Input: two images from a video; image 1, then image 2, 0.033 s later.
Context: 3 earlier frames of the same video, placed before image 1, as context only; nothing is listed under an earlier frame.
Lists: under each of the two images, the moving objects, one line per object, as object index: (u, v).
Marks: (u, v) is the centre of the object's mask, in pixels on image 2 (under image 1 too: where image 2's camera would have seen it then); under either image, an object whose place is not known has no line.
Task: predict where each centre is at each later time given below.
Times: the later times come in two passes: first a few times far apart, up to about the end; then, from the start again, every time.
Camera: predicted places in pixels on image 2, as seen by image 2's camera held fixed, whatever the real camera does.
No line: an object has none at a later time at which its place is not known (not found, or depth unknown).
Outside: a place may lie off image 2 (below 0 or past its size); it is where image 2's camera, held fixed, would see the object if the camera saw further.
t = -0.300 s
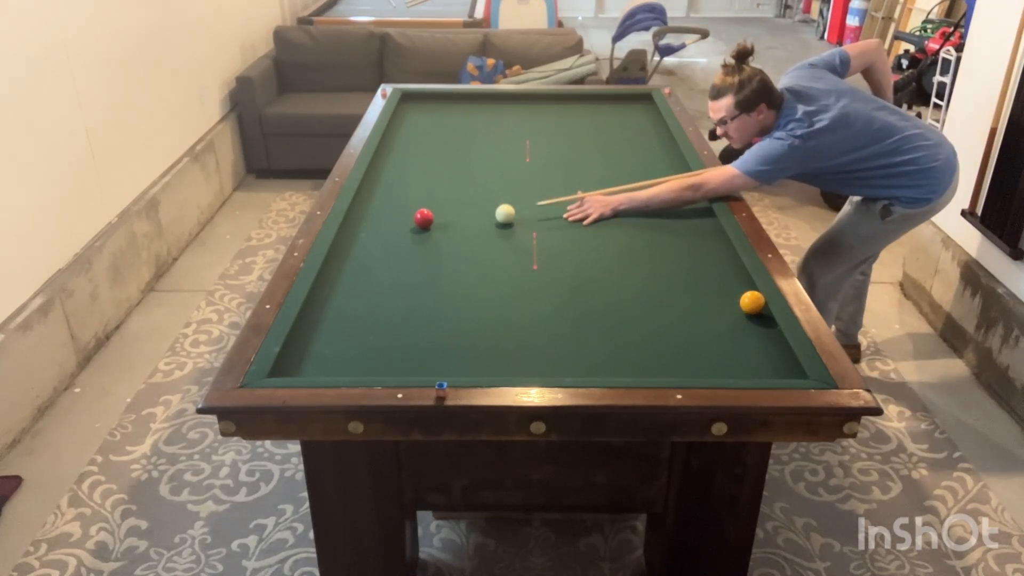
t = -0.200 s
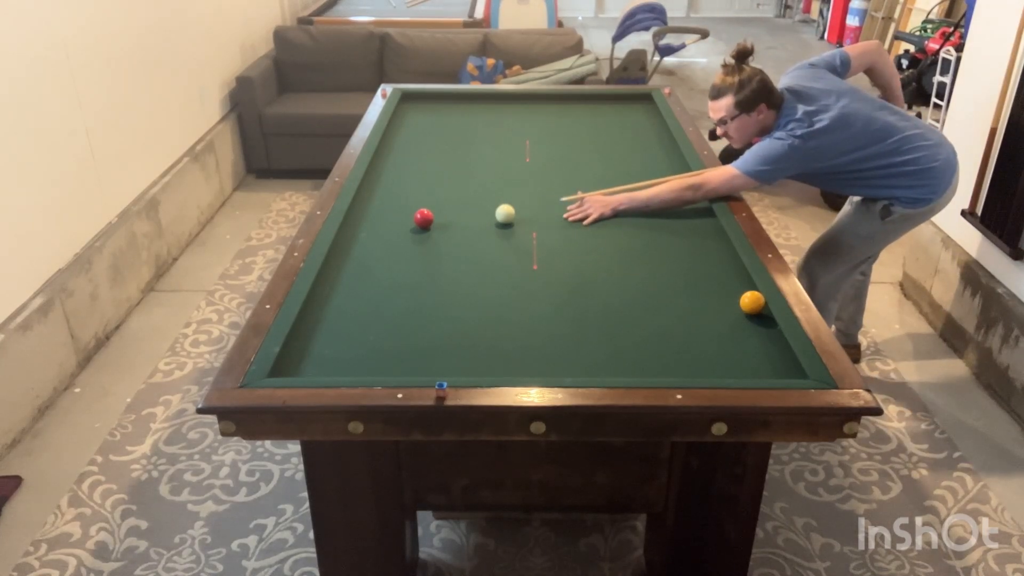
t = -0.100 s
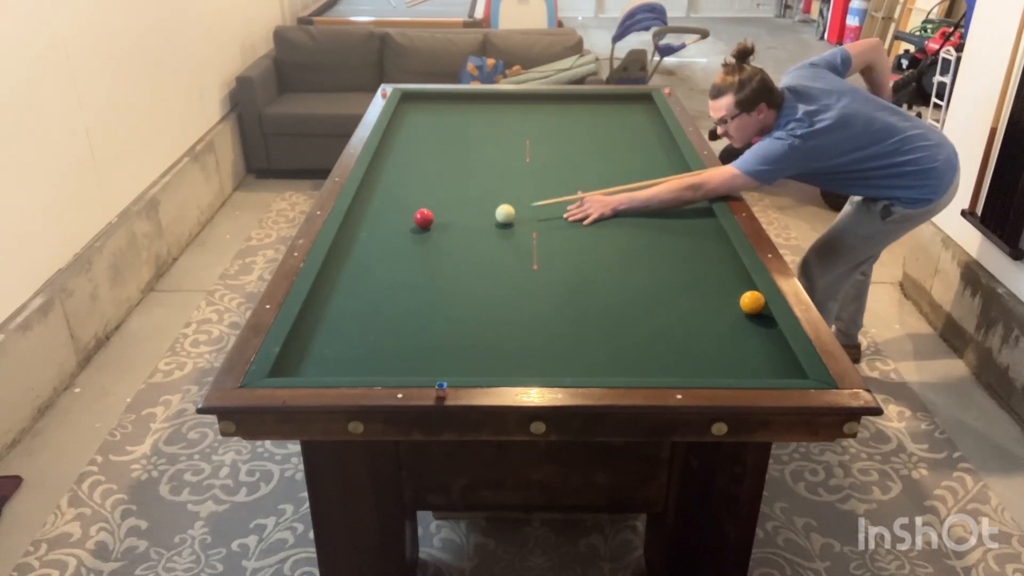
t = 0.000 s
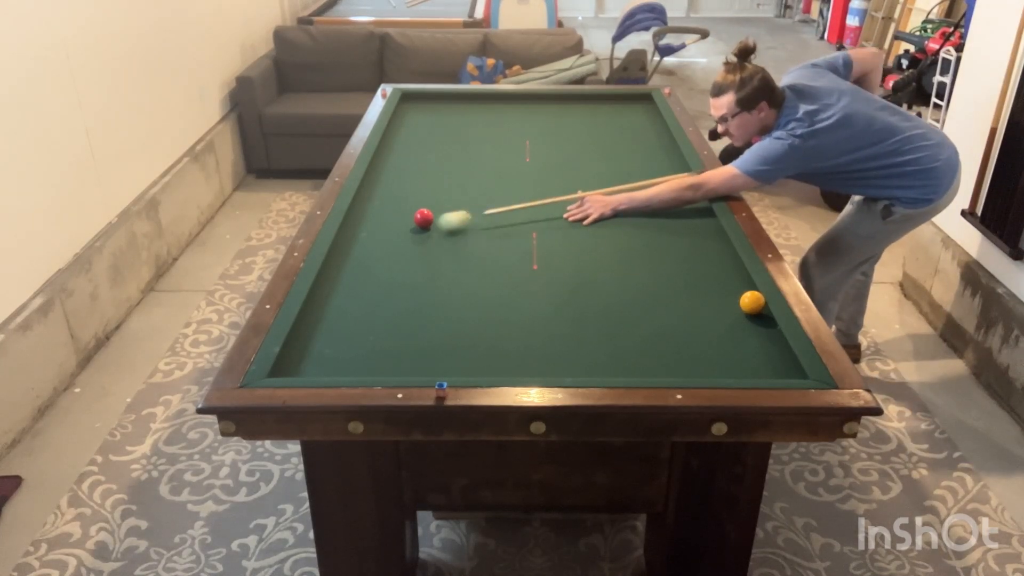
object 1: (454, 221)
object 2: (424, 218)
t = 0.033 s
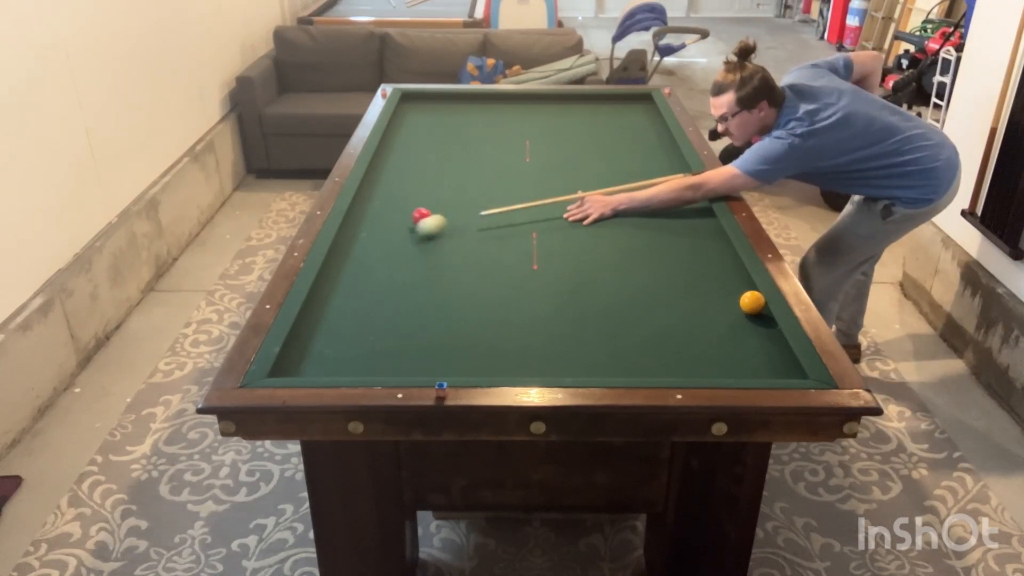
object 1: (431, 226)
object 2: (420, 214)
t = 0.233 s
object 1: (355, 262)
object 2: (391, 206)
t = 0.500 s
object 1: (443, 302)
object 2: (368, 193)
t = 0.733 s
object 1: (531, 342)
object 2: (388, 187)
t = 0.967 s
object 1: (627, 364)
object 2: (406, 181)
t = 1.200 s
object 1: (708, 339)
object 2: (423, 177)
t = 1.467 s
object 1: (736, 310)
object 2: (441, 172)
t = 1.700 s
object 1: (673, 288)
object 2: (454, 168)
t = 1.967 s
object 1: (611, 265)
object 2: (468, 164)
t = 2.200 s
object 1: (563, 248)
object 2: (478, 161)
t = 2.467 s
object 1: (514, 230)
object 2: (489, 157)
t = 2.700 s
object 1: (477, 217)
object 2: (497, 155)
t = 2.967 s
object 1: (438, 203)
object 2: (506, 153)
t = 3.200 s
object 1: (407, 192)
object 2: (512, 151)
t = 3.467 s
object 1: (376, 180)
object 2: (519, 150)
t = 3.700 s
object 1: (385, 175)
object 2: (523, 149)
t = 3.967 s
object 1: (405, 170)
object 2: (527, 148)
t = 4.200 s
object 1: (420, 166)
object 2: (529, 147)
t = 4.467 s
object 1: (436, 162)
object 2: (531, 147)
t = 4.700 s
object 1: (449, 159)
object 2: (532, 146)
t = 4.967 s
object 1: (461, 156)
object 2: (532, 146)
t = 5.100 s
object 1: (467, 155)
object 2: (532, 146)
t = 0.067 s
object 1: (411, 232)
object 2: (415, 213)
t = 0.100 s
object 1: (391, 239)
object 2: (410, 213)
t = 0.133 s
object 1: (368, 246)
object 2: (405, 211)
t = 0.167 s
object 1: (346, 252)
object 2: (400, 209)
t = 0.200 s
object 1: (342, 258)
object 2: (396, 207)
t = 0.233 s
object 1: (355, 262)
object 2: (391, 206)
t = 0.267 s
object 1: (367, 267)
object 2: (388, 204)
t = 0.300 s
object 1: (378, 272)
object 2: (383, 202)
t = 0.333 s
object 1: (389, 277)
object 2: (379, 200)
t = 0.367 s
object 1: (399, 281)
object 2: (374, 199)
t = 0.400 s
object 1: (410, 286)
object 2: (371, 197)
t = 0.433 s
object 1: (421, 292)
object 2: (367, 195)
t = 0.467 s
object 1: (432, 297)
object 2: (365, 194)
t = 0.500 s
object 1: (443, 302)
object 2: (368, 193)
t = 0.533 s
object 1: (455, 307)
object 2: (371, 192)
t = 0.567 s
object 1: (467, 313)
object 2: (374, 191)
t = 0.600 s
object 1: (480, 319)
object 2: (377, 190)
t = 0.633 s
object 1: (492, 324)
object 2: (380, 190)
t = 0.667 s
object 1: (504, 330)
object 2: (383, 189)
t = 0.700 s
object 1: (518, 336)
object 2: (385, 188)
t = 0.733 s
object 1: (531, 342)
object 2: (388, 187)
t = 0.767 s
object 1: (544, 349)
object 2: (391, 186)
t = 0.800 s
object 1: (558, 355)
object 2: (394, 185)
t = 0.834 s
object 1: (572, 361)
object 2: (396, 185)
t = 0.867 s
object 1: (586, 366)
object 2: (399, 184)
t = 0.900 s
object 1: (601, 370)
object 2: (401, 183)
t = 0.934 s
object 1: (614, 368)
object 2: (404, 182)
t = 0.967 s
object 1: (627, 364)
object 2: (406, 181)
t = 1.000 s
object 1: (639, 362)
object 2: (409, 181)
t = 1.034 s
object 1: (651, 358)
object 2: (411, 180)
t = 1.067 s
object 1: (663, 354)
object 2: (414, 179)
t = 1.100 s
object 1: (674, 350)
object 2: (416, 179)
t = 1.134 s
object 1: (686, 346)
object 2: (419, 178)
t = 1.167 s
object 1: (697, 343)
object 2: (421, 178)
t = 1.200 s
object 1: (708, 339)
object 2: (423, 177)
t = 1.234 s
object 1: (718, 335)
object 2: (425, 176)
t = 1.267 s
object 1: (729, 332)
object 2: (428, 175)
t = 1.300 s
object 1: (739, 328)
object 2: (430, 175)
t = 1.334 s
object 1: (750, 325)
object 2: (432, 174)
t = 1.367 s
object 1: (760, 322)
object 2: (434, 174)
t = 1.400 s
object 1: (756, 318)
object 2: (436, 173)
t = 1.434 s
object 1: (746, 314)
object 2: (439, 172)
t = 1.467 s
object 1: (736, 310)
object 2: (441, 172)
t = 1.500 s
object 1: (727, 307)
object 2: (442, 171)
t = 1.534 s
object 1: (718, 303)
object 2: (444, 171)
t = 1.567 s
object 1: (708, 300)
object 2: (446, 170)
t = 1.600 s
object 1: (700, 297)
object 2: (448, 170)
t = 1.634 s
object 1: (691, 293)
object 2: (450, 169)
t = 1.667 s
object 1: (682, 291)
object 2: (452, 168)
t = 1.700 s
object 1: (673, 288)
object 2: (454, 168)
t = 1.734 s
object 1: (665, 285)
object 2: (455, 167)
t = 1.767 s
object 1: (657, 281)
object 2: (457, 167)
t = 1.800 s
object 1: (649, 279)
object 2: (459, 166)
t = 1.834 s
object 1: (641, 276)
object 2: (461, 166)
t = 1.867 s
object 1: (633, 273)
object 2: (463, 165)
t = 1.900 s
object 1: (626, 271)
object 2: (464, 165)
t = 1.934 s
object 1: (619, 268)
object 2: (466, 164)
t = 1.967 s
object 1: (611, 265)
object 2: (468, 164)
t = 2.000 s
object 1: (604, 263)
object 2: (469, 163)
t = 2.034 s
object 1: (597, 260)
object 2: (471, 163)
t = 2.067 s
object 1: (590, 257)
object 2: (472, 162)
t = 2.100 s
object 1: (583, 255)
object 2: (474, 162)
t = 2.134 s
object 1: (576, 252)
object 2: (476, 161)
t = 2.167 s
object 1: (569, 250)
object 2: (477, 161)
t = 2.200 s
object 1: (563, 248)
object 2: (478, 161)
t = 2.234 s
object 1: (557, 246)
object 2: (480, 160)
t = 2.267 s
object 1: (550, 243)
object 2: (481, 160)
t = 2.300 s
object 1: (544, 241)
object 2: (483, 159)
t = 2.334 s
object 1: (538, 238)
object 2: (484, 159)
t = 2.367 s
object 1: (532, 236)
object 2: (485, 158)
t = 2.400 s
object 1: (526, 234)
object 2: (487, 158)
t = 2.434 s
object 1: (520, 232)
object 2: (488, 158)
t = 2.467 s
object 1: (514, 230)
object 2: (489, 157)
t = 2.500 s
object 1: (509, 228)
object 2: (491, 157)
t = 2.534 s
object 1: (503, 226)
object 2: (492, 156)
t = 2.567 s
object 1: (498, 224)
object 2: (493, 156)
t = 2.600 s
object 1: (492, 222)
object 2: (494, 156)
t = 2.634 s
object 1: (487, 220)
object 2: (495, 155)
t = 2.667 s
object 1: (482, 218)
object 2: (496, 155)
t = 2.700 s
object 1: (477, 217)
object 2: (497, 155)
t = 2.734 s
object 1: (472, 214)
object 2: (499, 155)
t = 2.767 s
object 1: (466, 213)
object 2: (500, 154)
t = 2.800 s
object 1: (462, 211)
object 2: (501, 154)
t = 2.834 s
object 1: (457, 209)
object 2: (502, 154)
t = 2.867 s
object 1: (452, 207)
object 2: (503, 154)
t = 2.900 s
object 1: (447, 206)
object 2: (504, 153)
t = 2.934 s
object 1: (442, 204)
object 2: (505, 153)
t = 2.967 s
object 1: (438, 203)
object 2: (506, 153)
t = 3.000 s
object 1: (433, 201)
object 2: (507, 153)
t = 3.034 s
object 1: (429, 199)
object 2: (508, 152)
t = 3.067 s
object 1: (424, 198)
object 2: (509, 152)
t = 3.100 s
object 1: (420, 196)
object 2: (510, 152)
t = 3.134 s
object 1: (416, 195)
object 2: (511, 151)
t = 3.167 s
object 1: (411, 193)
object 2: (512, 152)
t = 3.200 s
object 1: (407, 192)
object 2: (512, 151)
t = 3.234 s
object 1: (403, 190)
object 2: (514, 151)
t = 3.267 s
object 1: (399, 189)
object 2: (514, 151)
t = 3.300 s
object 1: (395, 187)
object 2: (515, 151)
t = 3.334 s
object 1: (391, 186)
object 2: (516, 151)
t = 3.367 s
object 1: (387, 184)
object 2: (516, 150)
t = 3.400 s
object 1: (383, 183)
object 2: (517, 150)
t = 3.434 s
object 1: (380, 182)
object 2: (518, 150)
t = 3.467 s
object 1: (376, 180)
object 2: (519, 150)
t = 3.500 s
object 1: (373, 179)
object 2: (520, 150)
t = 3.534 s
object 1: (373, 178)
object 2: (520, 149)
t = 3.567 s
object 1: (375, 177)
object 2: (520, 149)
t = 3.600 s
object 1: (378, 177)
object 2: (521, 149)
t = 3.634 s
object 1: (381, 176)
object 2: (522, 149)
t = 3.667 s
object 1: (383, 175)
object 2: (522, 149)
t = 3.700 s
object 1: (385, 175)
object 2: (523, 149)
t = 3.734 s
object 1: (388, 174)
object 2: (523, 149)
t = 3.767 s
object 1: (391, 174)
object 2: (524, 149)
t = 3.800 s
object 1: (393, 173)
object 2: (524, 149)
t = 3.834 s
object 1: (396, 172)
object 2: (525, 148)
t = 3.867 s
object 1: (398, 172)
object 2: (525, 148)
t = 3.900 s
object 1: (400, 171)
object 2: (526, 148)
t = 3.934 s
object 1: (403, 170)
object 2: (526, 148)
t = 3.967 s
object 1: (405, 170)
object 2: (527, 148)
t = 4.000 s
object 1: (407, 169)
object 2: (527, 148)
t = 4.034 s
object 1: (409, 168)
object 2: (528, 148)
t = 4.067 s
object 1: (412, 168)
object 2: (528, 148)
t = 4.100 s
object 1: (414, 167)
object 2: (528, 148)
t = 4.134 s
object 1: (416, 167)
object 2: (529, 148)
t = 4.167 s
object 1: (418, 166)
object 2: (529, 147)
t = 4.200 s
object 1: (420, 166)
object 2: (529, 147)
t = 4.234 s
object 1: (422, 166)
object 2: (529, 147)
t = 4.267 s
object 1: (424, 165)
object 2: (529, 147)
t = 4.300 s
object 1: (426, 164)
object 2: (530, 147)
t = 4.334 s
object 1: (428, 164)
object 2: (530, 147)
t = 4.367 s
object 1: (430, 163)
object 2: (530, 147)
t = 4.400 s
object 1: (432, 163)
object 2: (531, 147)
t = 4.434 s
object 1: (434, 163)
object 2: (531, 147)
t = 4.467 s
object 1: (436, 162)
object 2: (531, 147)
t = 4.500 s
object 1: (438, 162)
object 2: (531, 146)
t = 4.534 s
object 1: (440, 161)
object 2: (531, 146)
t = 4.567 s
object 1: (441, 161)
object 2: (531, 146)
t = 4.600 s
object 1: (443, 160)
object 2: (531, 146)
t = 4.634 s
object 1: (445, 160)
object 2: (531, 146)
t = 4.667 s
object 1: (447, 159)
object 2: (531, 146)
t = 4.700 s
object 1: (449, 159)
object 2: (532, 146)
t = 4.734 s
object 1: (450, 159)
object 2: (532, 146)
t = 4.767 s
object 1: (452, 158)
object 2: (532, 146)
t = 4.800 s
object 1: (453, 158)
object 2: (532, 146)
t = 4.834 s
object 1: (455, 157)
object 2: (532, 146)
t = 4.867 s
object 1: (457, 157)
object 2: (532, 146)
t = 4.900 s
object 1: (458, 157)
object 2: (532, 146)
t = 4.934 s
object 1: (460, 156)
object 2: (532, 146)
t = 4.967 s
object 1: (461, 156)
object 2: (532, 146)
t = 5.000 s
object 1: (463, 156)
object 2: (532, 146)
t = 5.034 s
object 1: (464, 155)
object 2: (532, 146)
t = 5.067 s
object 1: (465, 155)
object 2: (532, 146)
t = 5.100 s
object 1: (467, 155)
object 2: (532, 146)
